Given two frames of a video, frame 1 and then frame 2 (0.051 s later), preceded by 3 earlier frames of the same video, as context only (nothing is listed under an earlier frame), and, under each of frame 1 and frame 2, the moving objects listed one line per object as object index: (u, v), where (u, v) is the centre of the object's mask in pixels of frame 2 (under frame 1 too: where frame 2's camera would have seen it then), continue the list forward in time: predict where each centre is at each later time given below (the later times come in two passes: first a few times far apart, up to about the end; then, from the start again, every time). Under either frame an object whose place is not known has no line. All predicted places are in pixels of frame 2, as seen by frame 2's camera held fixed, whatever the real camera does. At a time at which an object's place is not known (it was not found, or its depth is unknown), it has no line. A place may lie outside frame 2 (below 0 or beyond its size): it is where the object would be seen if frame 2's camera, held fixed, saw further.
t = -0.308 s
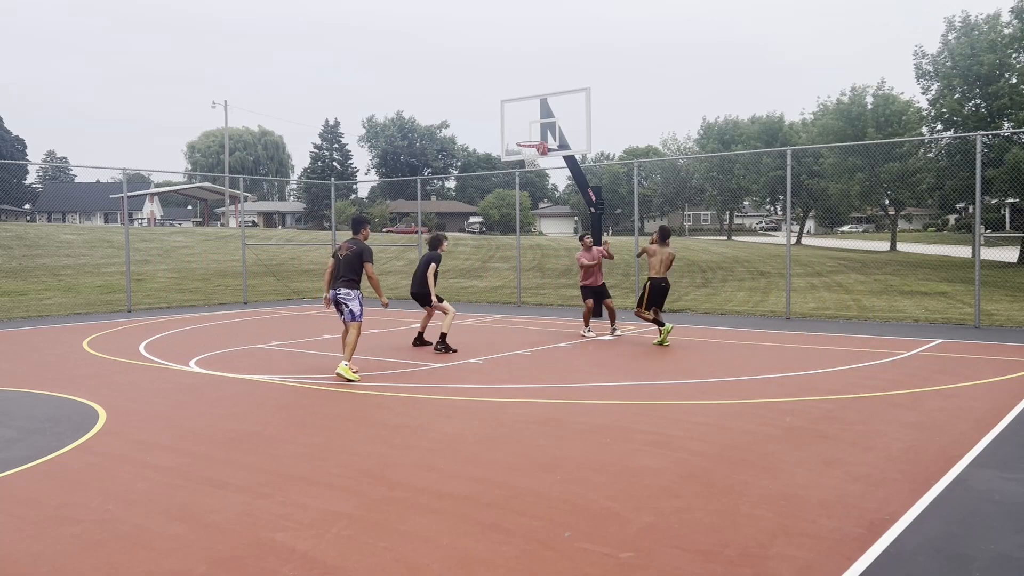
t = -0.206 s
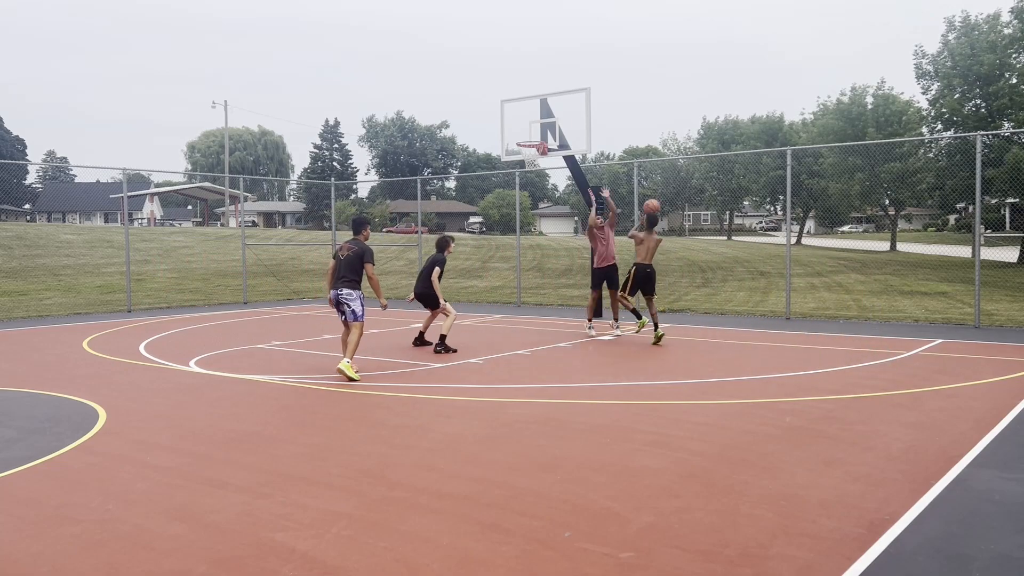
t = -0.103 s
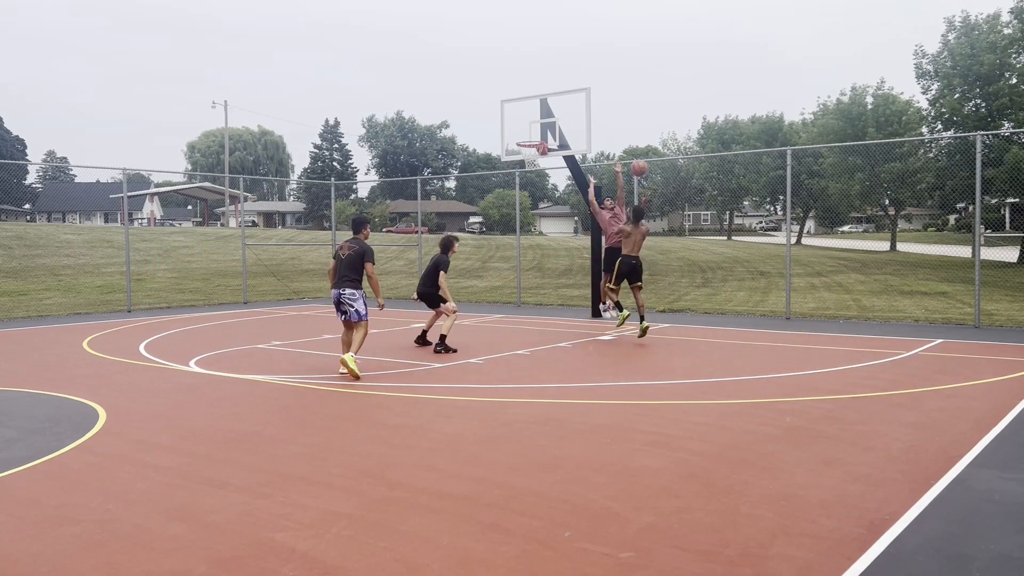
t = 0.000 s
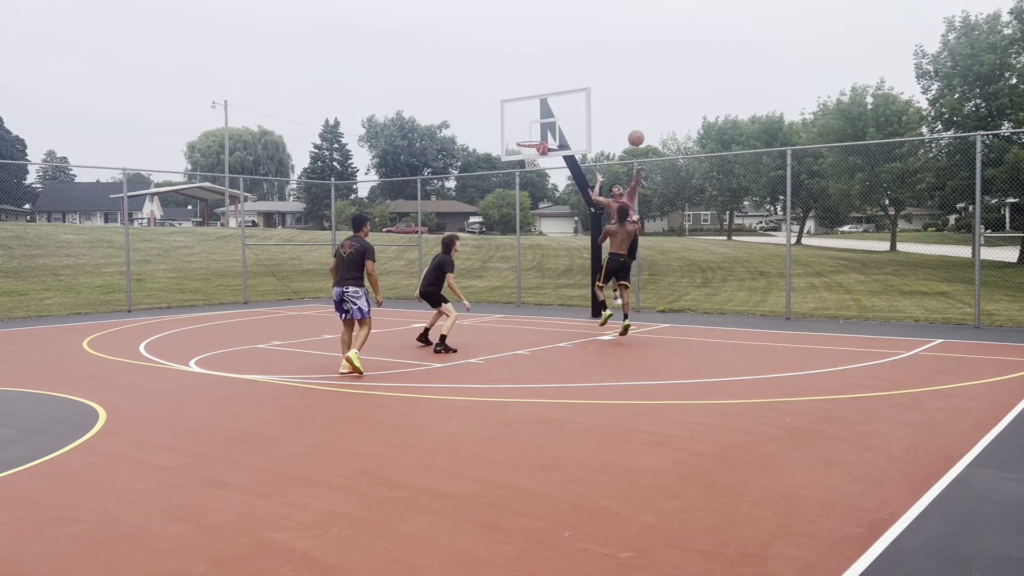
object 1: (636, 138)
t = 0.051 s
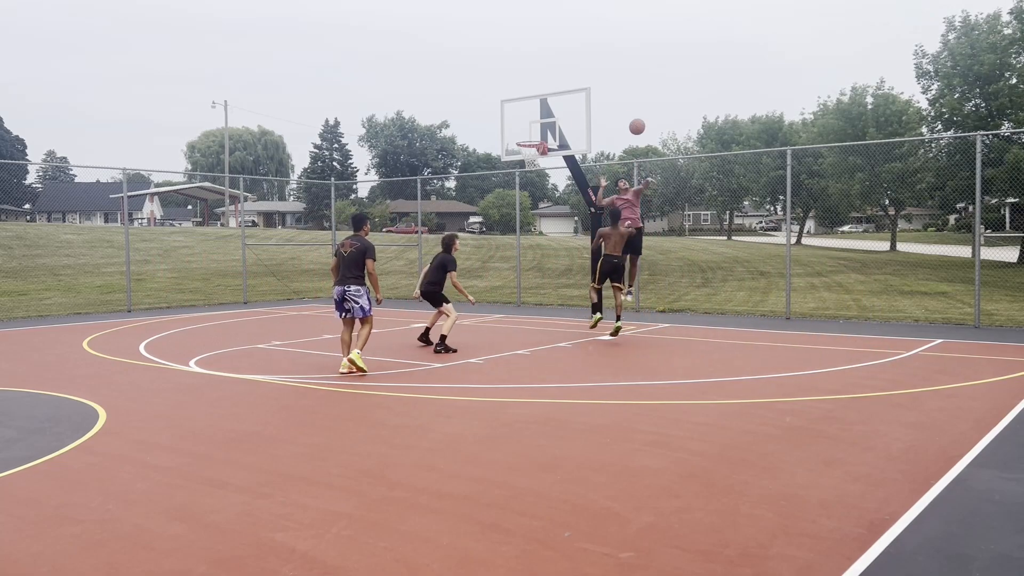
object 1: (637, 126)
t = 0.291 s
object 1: (642, 96)
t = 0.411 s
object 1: (645, 94)
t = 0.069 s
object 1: (637, 123)
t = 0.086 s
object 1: (638, 120)
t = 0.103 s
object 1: (638, 117)
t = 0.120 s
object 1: (638, 114)
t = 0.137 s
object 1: (639, 111)
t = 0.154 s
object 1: (639, 109)
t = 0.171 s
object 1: (639, 106)
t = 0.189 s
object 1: (640, 104)
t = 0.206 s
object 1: (640, 102)
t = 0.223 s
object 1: (641, 101)
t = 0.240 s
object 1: (641, 99)
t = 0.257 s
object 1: (642, 98)
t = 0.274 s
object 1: (642, 97)
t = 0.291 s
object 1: (642, 96)
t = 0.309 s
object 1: (643, 95)
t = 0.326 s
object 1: (643, 94)
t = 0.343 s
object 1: (643, 94)
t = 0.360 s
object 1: (644, 94)
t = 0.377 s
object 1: (644, 94)
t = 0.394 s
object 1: (644, 94)
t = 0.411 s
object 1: (645, 94)
